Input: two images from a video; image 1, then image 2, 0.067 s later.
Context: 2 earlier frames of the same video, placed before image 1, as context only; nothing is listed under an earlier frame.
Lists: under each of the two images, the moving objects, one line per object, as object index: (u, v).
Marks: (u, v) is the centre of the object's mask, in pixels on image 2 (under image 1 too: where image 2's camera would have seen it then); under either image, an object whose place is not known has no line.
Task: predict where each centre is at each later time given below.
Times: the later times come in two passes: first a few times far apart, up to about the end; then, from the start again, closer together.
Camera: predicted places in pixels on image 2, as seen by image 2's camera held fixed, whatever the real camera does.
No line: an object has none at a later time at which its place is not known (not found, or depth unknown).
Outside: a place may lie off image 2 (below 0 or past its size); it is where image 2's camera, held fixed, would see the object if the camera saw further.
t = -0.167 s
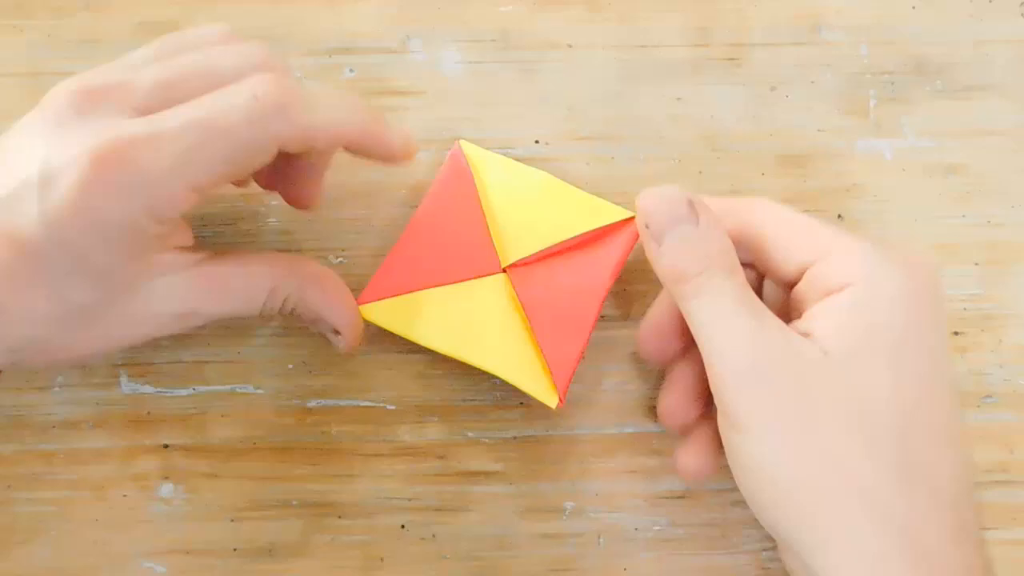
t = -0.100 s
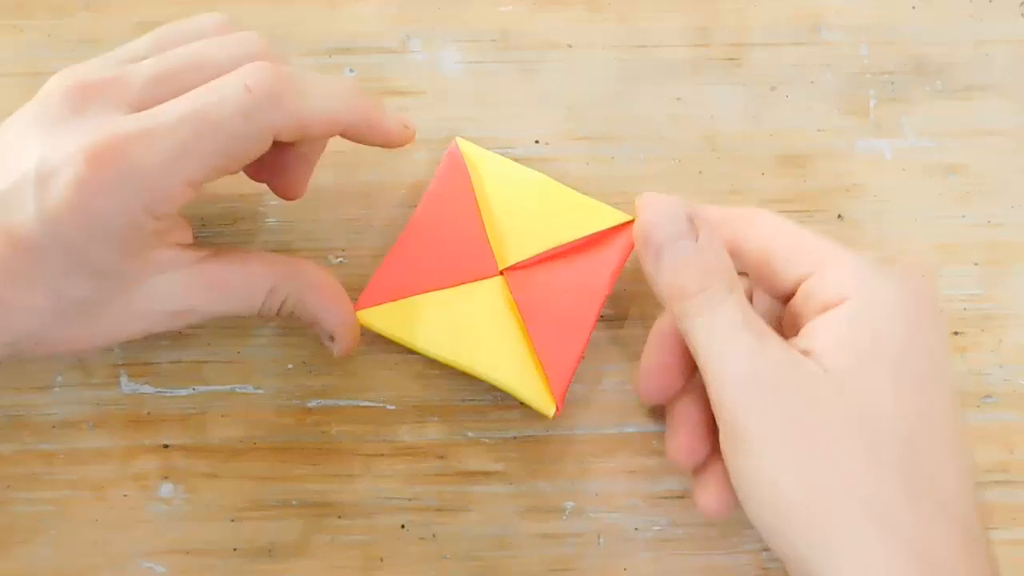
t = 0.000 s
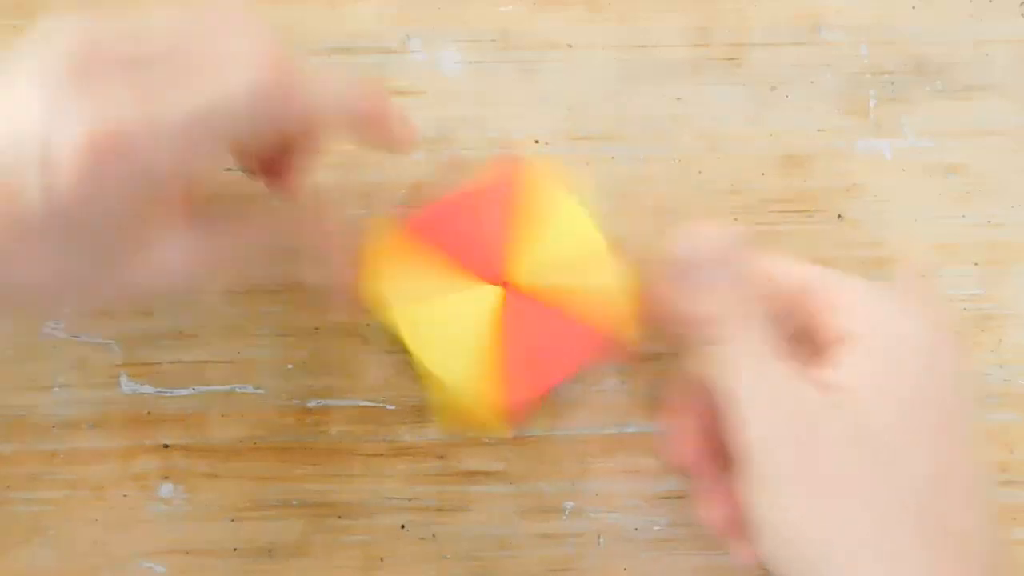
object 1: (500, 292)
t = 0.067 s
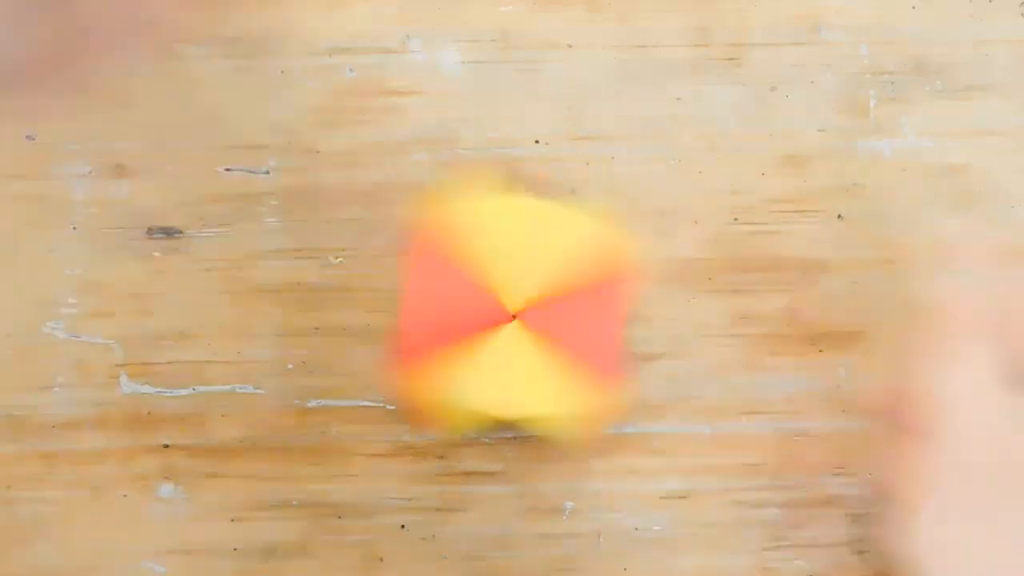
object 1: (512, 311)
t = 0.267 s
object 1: (536, 309)
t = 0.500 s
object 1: (557, 282)
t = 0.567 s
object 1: (560, 284)
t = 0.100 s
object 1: (518, 314)
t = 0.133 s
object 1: (524, 316)
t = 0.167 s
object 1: (531, 319)
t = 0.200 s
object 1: (532, 318)
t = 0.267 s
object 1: (536, 309)
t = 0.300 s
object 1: (547, 307)
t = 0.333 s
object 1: (551, 305)
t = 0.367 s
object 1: (554, 305)
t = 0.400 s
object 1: (548, 299)
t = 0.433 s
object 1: (553, 290)
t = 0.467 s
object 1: (557, 289)
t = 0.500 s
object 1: (557, 282)
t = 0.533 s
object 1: (563, 284)
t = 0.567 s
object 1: (560, 284)
